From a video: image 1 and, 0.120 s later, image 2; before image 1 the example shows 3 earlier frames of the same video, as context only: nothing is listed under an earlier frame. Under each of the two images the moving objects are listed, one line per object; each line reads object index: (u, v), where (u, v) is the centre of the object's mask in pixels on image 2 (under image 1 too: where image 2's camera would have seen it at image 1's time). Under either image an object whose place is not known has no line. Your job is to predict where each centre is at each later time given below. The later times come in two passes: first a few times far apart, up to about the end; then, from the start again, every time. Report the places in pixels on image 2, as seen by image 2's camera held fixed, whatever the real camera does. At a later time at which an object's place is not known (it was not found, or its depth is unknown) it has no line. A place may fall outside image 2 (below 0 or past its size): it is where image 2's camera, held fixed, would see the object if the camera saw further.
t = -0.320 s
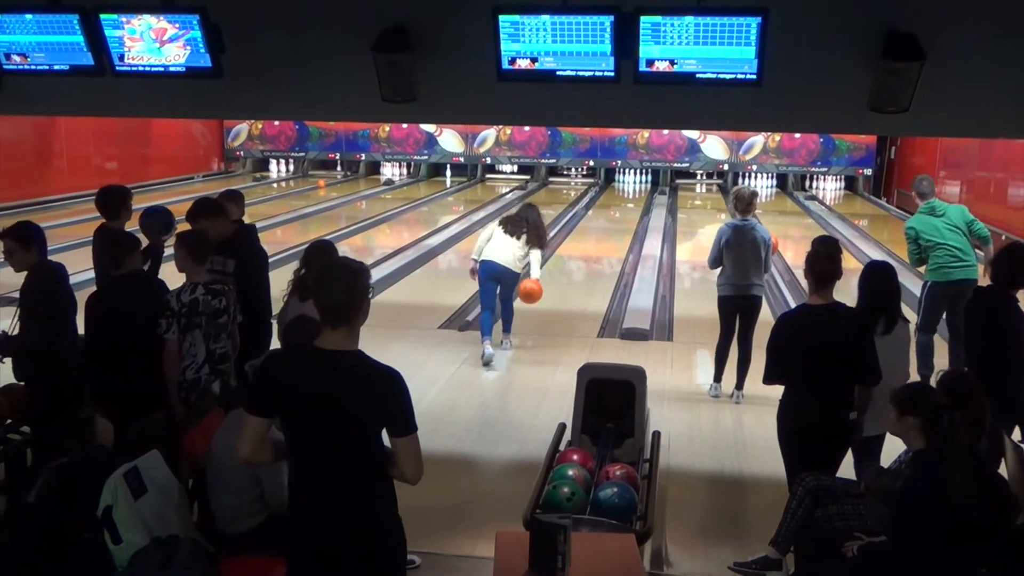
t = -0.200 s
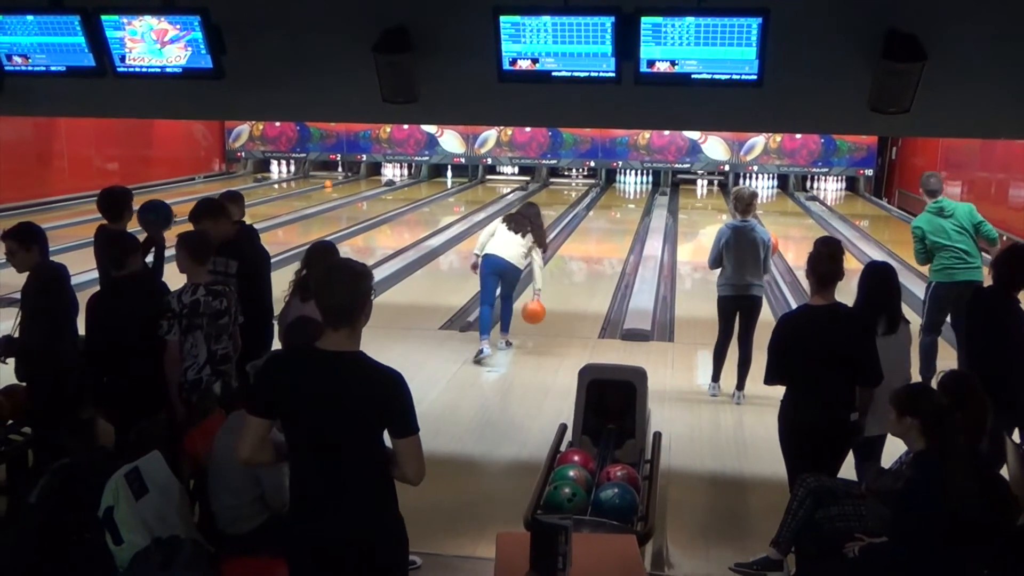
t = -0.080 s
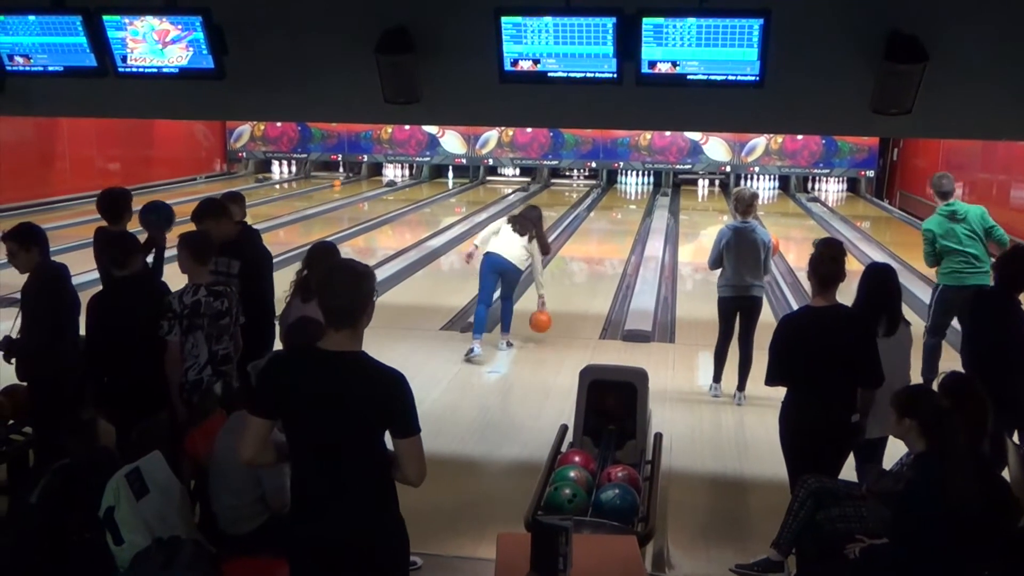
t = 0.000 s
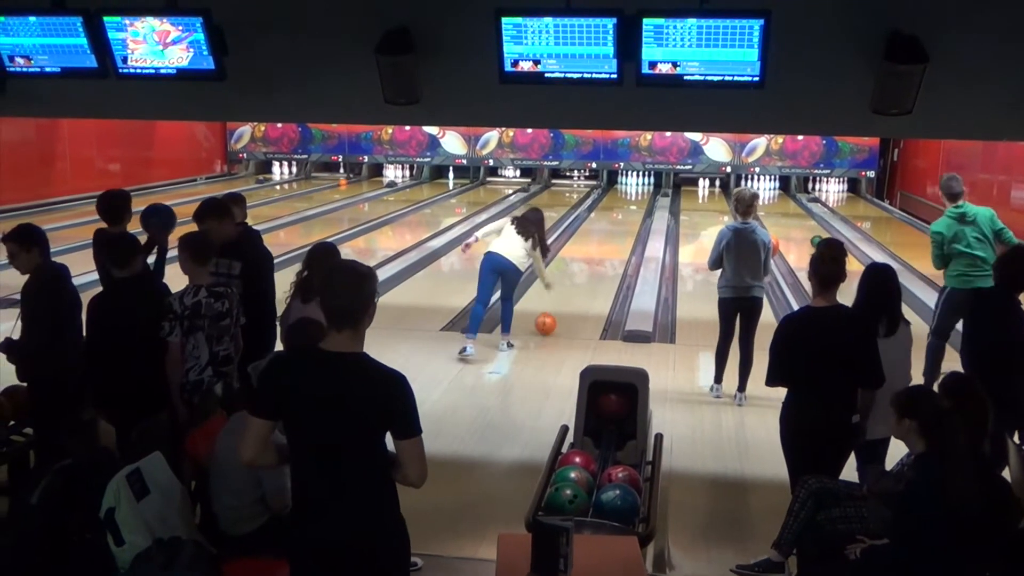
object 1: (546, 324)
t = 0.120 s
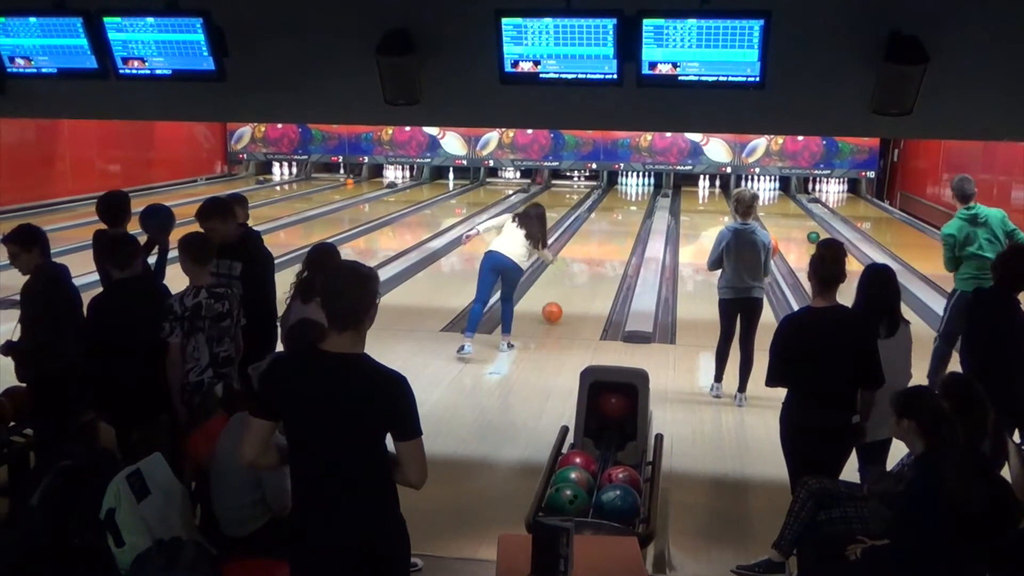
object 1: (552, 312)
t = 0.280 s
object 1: (560, 300)
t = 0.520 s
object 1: (569, 283)
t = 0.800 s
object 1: (579, 267)
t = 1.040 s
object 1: (585, 255)
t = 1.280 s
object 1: (591, 245)
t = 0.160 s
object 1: (554, 310)
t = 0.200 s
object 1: (556, 307)
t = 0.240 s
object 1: (558, 304)
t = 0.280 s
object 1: (560, 300)
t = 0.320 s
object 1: (561, 297)
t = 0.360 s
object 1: (563, 294)
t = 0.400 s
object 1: (565, 291)
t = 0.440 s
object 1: (566, 288)
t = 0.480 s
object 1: (568, 286)
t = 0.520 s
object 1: (569, 283)
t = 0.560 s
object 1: (571, 280)
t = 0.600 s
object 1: (572, 278)
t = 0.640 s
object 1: (574, 276)
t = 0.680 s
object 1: (575, 274)
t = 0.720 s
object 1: (576, 271)
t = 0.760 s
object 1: (577, 269)
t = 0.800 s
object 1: (579, 267)
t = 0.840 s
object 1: (580, 265)
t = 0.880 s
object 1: (581, 263)
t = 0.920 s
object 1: (582, 260)
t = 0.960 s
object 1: (583, 259)
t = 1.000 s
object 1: (584, 257)
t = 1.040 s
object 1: (585, 255)
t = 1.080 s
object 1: (586, 253)
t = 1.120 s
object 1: (587, 251)
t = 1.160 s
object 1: (588, 250)
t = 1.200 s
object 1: (589, 248)
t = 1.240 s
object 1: (590, 247)
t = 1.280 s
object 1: (591, 245)
